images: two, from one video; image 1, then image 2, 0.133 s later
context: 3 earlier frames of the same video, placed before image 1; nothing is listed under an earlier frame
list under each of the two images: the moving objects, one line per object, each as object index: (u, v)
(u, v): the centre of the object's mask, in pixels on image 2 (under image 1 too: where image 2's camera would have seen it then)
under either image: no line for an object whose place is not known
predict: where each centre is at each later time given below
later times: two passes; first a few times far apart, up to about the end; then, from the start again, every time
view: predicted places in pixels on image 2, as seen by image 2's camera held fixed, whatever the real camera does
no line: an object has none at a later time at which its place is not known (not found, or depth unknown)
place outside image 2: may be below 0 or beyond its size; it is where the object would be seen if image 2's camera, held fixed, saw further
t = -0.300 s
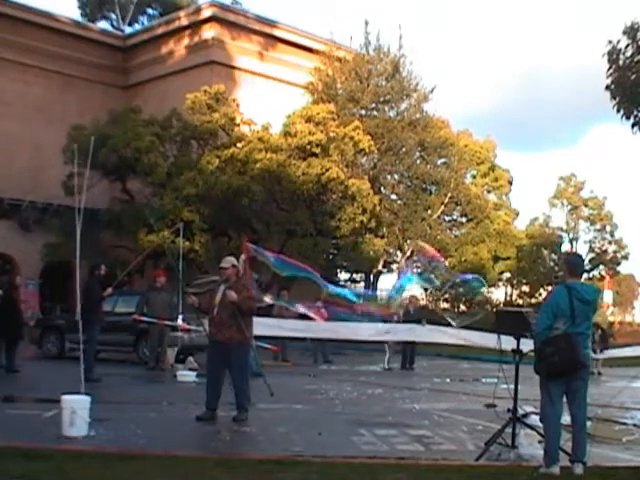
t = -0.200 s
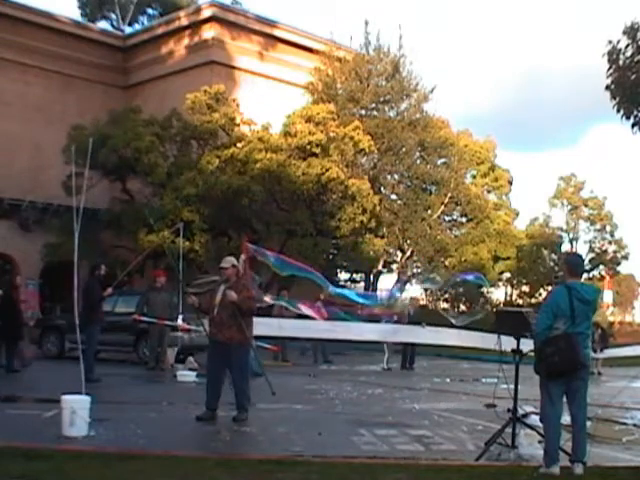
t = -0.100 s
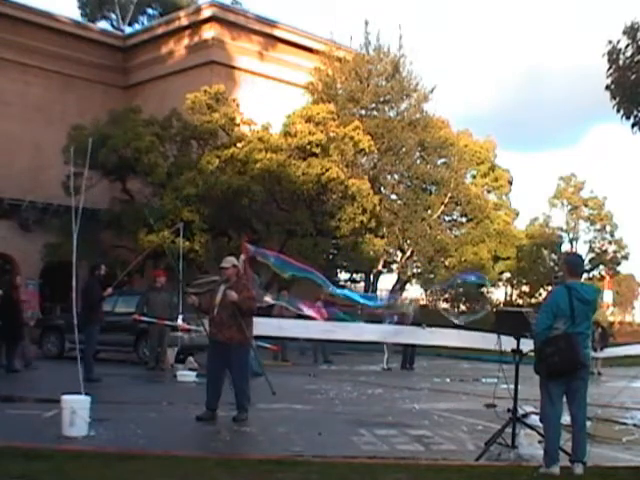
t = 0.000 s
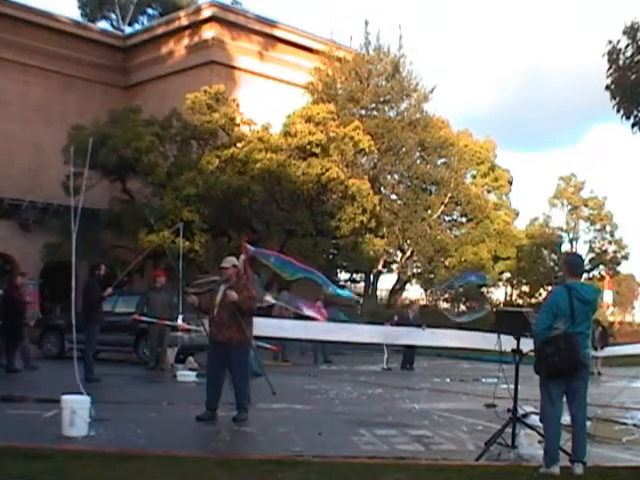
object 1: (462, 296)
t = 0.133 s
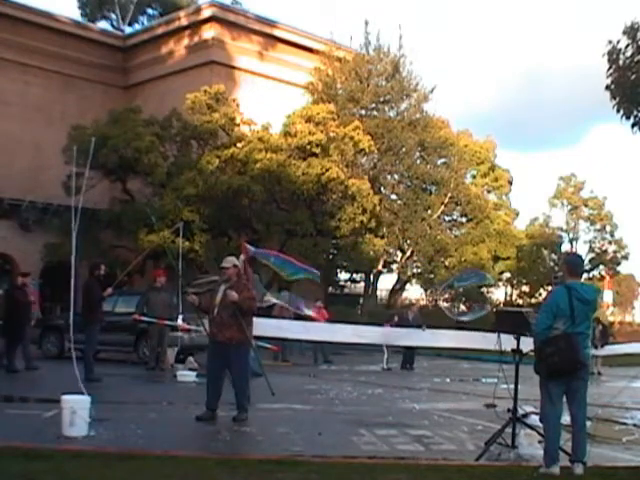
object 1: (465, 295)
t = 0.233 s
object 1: (465, 294)
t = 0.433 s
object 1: (469, 293)
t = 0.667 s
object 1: (470, 291)
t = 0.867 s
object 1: (471, 289)
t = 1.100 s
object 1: (471, 288)
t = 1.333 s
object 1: (473, 287)
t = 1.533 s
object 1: (477, 285)
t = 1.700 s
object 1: (484, 281)
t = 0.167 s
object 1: (465, 295)
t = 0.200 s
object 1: (465, 295)
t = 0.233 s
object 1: (465, 294)
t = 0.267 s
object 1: (465, 294)
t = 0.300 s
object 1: (467, 294)
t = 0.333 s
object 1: (466, 293)
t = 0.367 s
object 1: (468, 293)
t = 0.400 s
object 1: (468, 293)
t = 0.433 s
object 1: (469, 293)
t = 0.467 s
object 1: (469, 292)
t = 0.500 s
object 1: (469, 292)
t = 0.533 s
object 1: (470, 292)
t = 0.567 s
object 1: (470, 292)
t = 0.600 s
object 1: (470, 291)
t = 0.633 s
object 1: (470, 291)
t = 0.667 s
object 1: (470, 291)
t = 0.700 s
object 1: (471, 290)
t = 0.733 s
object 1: (471, 290)
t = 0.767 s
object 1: (471, 290)
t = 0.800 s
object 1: (473, 289)
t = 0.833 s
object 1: (472, 289)
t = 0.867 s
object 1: (471, 289)
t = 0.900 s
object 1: (471, 289)
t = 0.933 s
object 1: (471, 289)
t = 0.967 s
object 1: (471, 289)
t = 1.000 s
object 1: (473, 288)
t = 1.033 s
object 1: (471, 288)
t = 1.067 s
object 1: (473, 287)
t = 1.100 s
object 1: (471, 288)
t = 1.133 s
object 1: (474, 287)
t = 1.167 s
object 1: (472, 287)
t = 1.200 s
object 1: (472, 287)
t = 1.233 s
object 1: (473, 287)
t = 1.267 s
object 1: (473, 287)
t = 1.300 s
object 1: (473, 287)
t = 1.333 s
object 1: (473, 287)
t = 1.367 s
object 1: (474, 286)
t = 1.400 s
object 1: (475, 286)
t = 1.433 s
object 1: (475, 286)
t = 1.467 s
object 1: (475, 286)
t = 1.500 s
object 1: (482, 284)
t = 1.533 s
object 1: (477, 285)
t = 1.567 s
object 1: (477, 285)
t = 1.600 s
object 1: (477, 284)
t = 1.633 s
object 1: (478, 284)
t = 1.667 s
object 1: (477, 284)
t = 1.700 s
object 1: (484, 281)
